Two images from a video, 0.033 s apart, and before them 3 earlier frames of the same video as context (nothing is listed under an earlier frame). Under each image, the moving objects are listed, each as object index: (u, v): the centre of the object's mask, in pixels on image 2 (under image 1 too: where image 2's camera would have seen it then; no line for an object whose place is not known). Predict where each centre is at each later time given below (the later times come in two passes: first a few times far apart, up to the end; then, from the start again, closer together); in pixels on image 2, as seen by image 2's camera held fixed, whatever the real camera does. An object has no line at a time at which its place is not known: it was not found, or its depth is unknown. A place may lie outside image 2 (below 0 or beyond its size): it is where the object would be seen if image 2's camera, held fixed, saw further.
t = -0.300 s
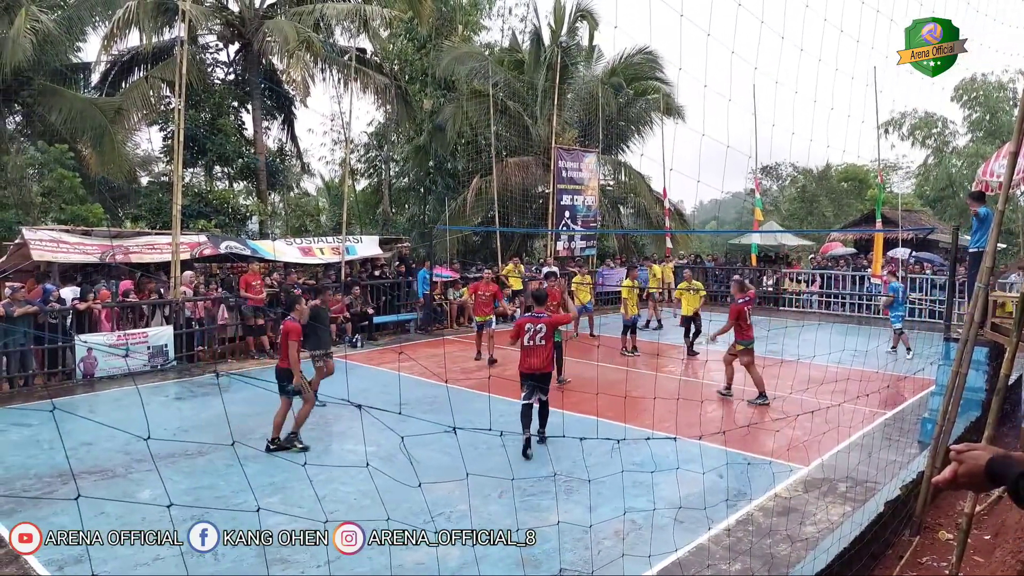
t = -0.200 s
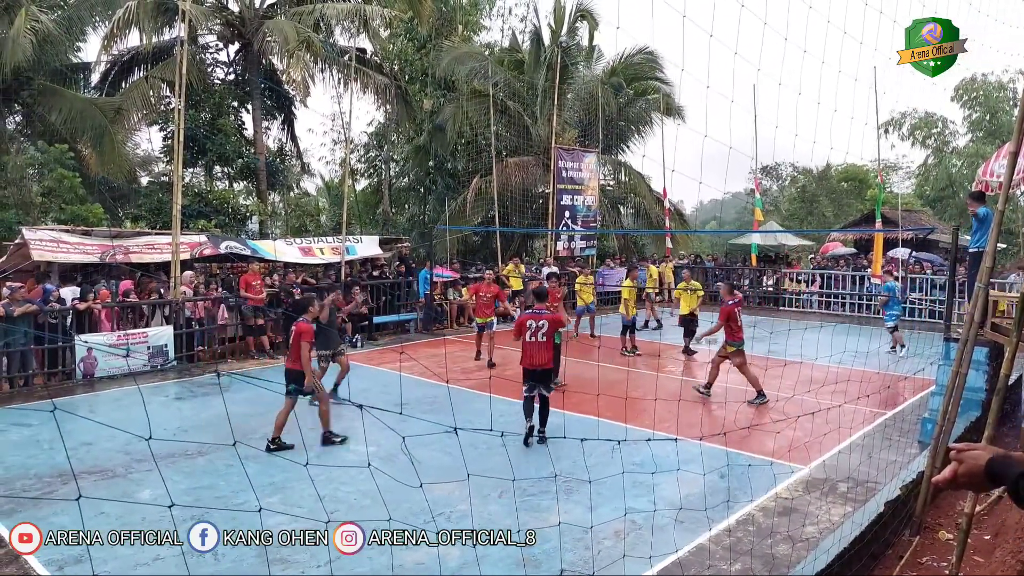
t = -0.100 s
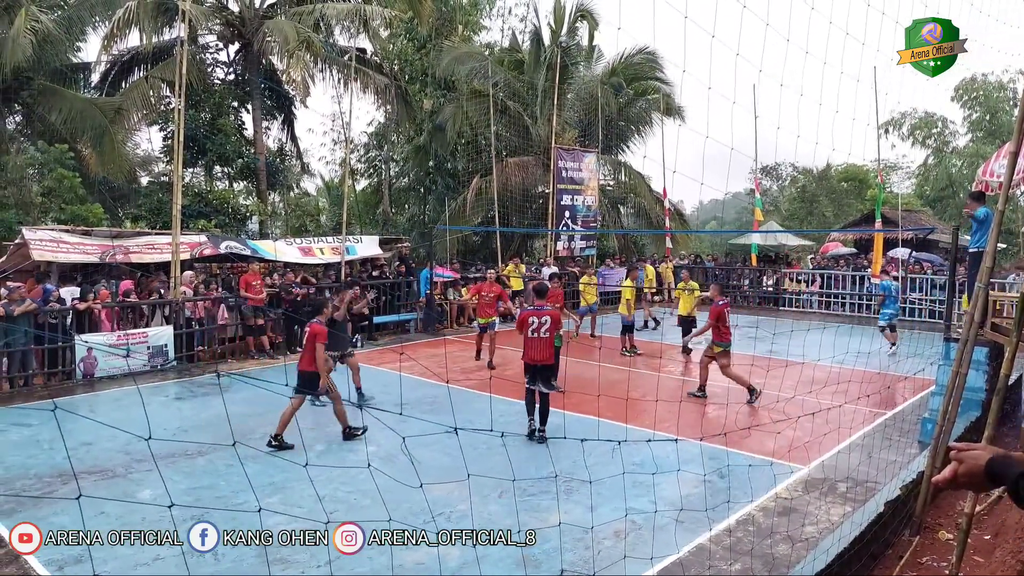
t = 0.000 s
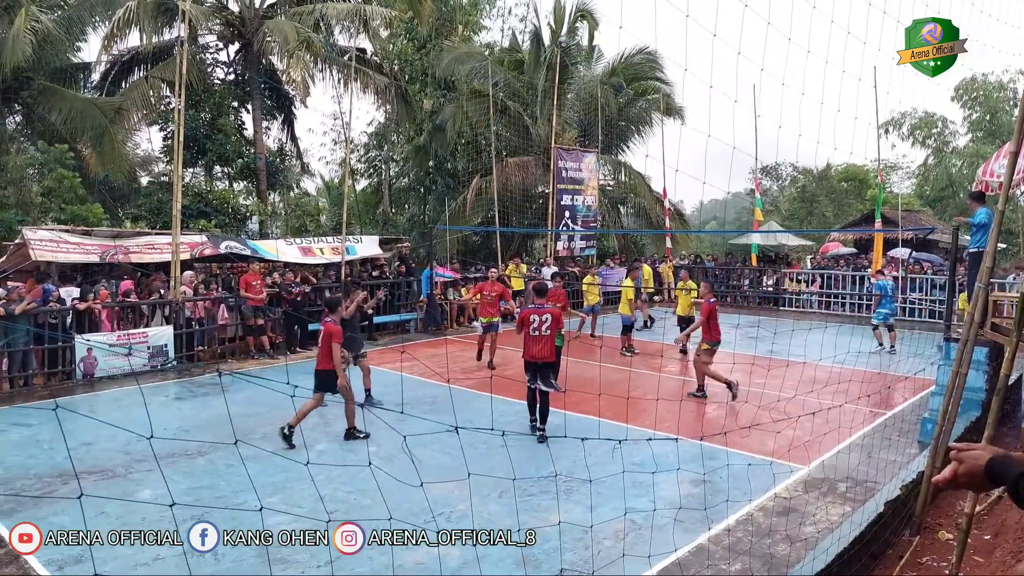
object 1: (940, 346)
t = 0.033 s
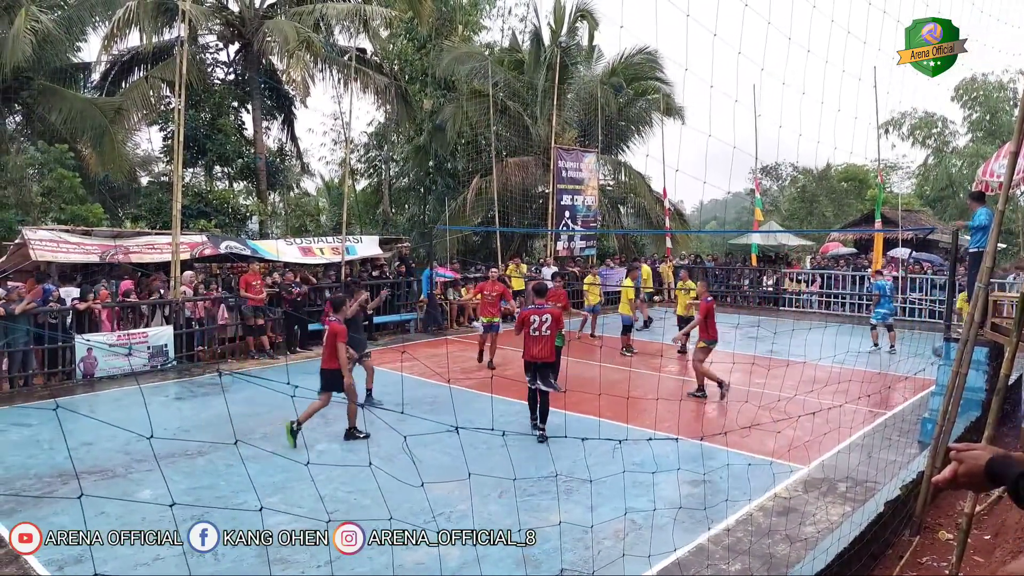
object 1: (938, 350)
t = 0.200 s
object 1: (919, 383)
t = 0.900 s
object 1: (844, 409)
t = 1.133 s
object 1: (816, 404)
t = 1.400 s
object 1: (781, 438)
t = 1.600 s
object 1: (753, 436)
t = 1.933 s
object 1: (696, 465)
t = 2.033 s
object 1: (677, 472)
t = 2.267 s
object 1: (627, 498)
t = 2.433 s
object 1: (588, 515)
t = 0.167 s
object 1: (923, 375)
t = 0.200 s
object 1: (919, 383)
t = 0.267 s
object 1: (910, 390)
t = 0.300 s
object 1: (908, 386)
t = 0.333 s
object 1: (906, 382)
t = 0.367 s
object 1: (901, 379)
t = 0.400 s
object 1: (898, 375)
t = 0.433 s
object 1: (894, 373)
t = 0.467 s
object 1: (891, 372)
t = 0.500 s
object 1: (888, 372)
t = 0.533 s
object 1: (885, 372)
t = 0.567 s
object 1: (881, 373)
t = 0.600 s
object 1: (878, 375)
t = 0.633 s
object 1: (874, 378)
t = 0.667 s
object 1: (871, 381)
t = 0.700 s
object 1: (867, 386)
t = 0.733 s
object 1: (862, 392)
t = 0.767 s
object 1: (859, 399)
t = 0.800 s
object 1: (854, 406)
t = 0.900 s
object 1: (844, 409)
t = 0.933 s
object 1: (840, 406)
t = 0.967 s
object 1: (835, 403)
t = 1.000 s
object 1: (832, 401)
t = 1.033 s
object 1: (828, 400)
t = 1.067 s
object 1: (824, 400)
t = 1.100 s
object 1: (821, 402)
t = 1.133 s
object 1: (816, 404)
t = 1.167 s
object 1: (811, 406)
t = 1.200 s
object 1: (808, 409)
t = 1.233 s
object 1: (803, 415)
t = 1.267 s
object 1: (799, 421)
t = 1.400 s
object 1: (781, 438)
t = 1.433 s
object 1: (777, 435)
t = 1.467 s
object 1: (772, 434)
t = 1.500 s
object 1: (767, 433)
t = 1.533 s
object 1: (763, 433)
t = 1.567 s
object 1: (758, 434)
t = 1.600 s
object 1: (753, 436)
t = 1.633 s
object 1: (748, 439)
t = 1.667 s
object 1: (743, 442)
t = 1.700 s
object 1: (737, 448)
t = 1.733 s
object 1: (732, 455)
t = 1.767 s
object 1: (726, 464)
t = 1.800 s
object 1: (720, 473)
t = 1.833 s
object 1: (714, 469)
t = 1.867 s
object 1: (709, 466)
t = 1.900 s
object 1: (702, 465)
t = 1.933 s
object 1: (696, 465)
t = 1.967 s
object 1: (690, 466)
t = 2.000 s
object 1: (683, 468)
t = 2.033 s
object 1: (677, 472)
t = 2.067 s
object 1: (670, 476)
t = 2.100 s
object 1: (663, 482)
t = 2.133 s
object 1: (656, 489)
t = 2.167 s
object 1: (649, 499)
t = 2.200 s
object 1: (642, 500)
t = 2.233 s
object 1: (634, 498)
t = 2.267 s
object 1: (627, 498)
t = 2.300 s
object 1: (620, 498)
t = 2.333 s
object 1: (612, 500)
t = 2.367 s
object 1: (604, 503)
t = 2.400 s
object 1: (597, 508)
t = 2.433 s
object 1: (588, 515)
